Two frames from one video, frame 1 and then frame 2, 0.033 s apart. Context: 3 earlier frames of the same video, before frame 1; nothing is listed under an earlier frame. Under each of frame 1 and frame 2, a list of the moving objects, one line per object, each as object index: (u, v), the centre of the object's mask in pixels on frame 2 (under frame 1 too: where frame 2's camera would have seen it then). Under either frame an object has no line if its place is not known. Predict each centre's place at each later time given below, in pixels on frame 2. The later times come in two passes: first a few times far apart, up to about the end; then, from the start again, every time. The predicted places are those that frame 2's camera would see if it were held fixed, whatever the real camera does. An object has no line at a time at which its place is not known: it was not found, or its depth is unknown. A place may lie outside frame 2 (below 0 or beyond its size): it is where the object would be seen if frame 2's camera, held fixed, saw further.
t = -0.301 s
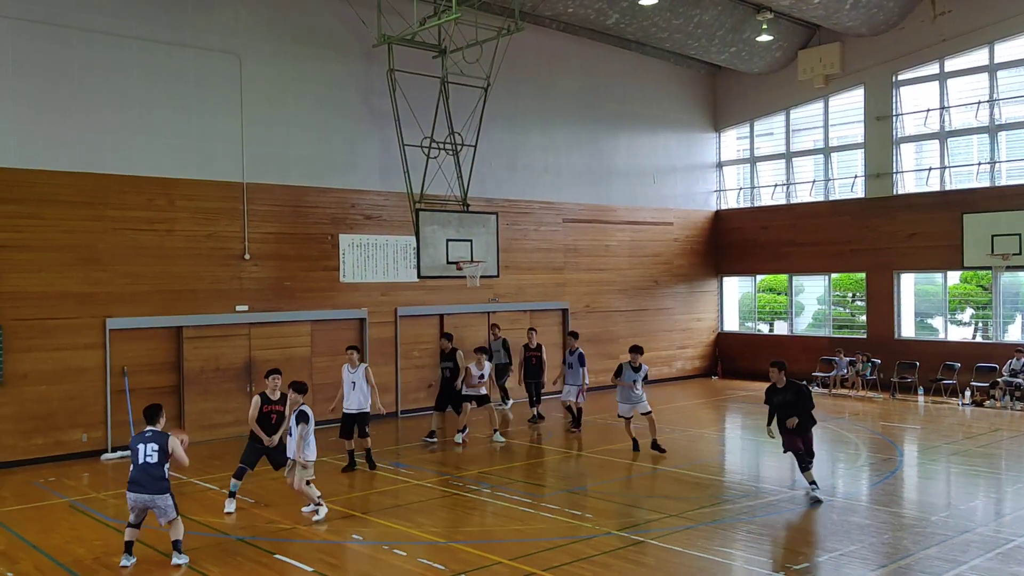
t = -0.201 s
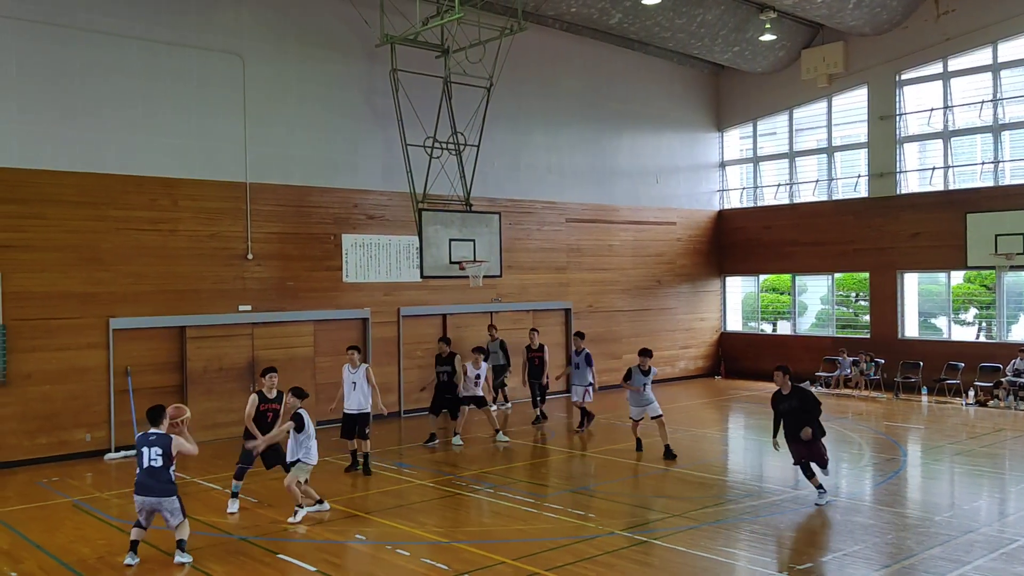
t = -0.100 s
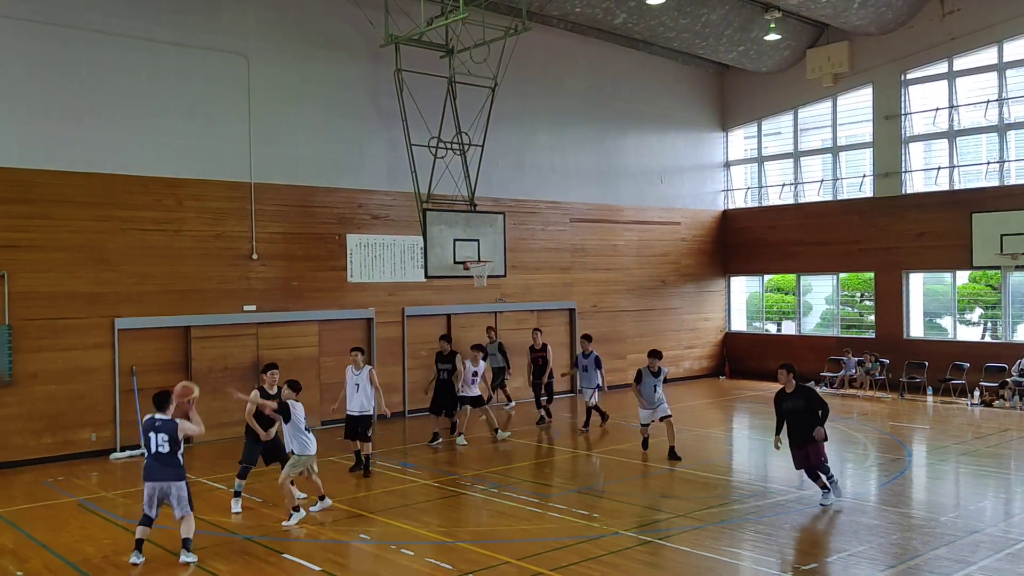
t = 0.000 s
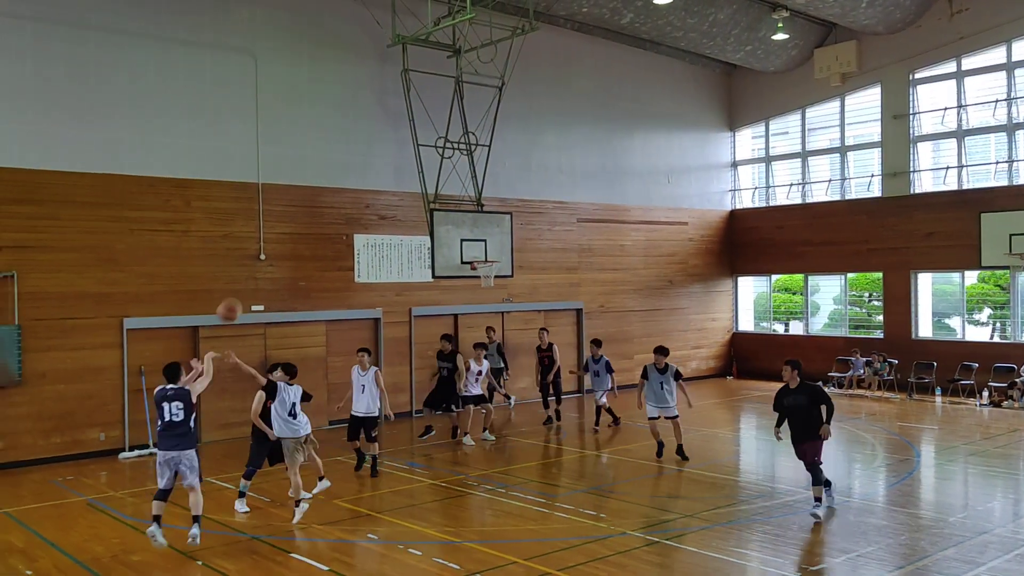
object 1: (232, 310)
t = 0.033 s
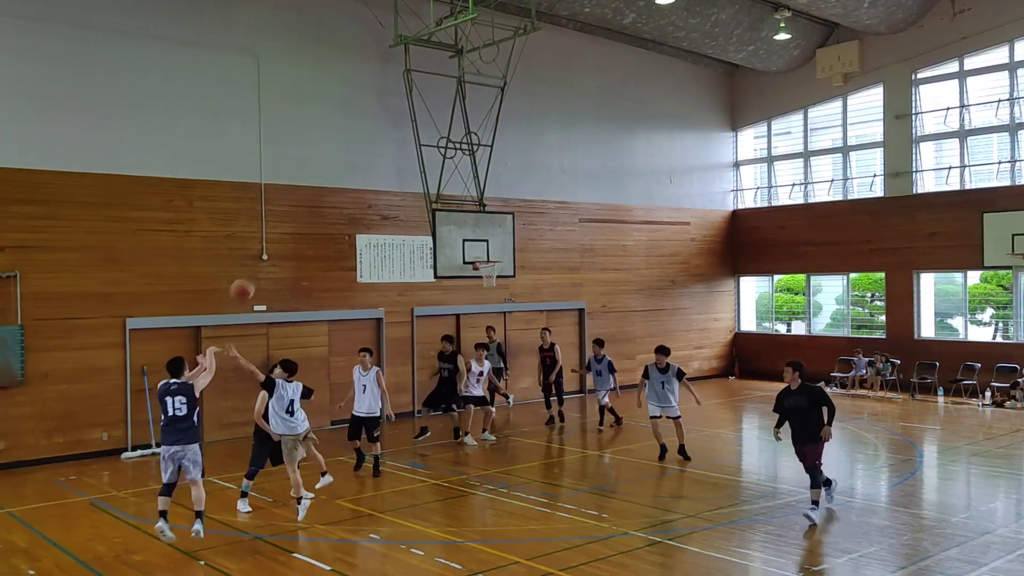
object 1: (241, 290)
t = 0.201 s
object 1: (289, 211)
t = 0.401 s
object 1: (339, 154)
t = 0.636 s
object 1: (388, 135)
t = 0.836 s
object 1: (424, 148)
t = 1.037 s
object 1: (456, 184)
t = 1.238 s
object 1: (485, 237)
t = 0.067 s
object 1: (252, 272)
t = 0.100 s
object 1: (262, 254)
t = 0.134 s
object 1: (271, 239)
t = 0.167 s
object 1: (280, 224)
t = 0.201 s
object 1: (289, 211)
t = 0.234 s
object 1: (298, 197)
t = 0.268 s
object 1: (307, 186)
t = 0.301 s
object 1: (314, 177)
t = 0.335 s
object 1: (323, 169)
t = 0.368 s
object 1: (331, 161)
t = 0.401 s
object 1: (339, 154)
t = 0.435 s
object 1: (346, 149)
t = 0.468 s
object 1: (354, 144)
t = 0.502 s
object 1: (362, 140)
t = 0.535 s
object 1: (368, 138)
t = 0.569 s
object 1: (375, 136)
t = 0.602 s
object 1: (381, 135)
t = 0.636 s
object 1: (388, 135)
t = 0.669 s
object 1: (394, 135)
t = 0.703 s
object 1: (400, 136)
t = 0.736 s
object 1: (406, 138)
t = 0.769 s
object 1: (412, 141)
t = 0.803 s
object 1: (418, 144)
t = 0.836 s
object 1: (424, 148)
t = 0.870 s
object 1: (429, 153)
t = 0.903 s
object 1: (435, 158)
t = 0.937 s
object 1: (441, 163)
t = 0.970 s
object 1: (446, 170)
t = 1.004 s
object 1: (451, 176)
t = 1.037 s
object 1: (456, 184)
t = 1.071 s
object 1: (462, 192)
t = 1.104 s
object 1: (466, 200)
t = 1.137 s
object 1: (471, 208)
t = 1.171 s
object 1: (476, 218)
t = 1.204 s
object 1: (480, 227)
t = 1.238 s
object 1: (485, 237)
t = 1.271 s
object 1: (489, 248)
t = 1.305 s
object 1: (494, 257)
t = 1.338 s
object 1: (497, 269)
